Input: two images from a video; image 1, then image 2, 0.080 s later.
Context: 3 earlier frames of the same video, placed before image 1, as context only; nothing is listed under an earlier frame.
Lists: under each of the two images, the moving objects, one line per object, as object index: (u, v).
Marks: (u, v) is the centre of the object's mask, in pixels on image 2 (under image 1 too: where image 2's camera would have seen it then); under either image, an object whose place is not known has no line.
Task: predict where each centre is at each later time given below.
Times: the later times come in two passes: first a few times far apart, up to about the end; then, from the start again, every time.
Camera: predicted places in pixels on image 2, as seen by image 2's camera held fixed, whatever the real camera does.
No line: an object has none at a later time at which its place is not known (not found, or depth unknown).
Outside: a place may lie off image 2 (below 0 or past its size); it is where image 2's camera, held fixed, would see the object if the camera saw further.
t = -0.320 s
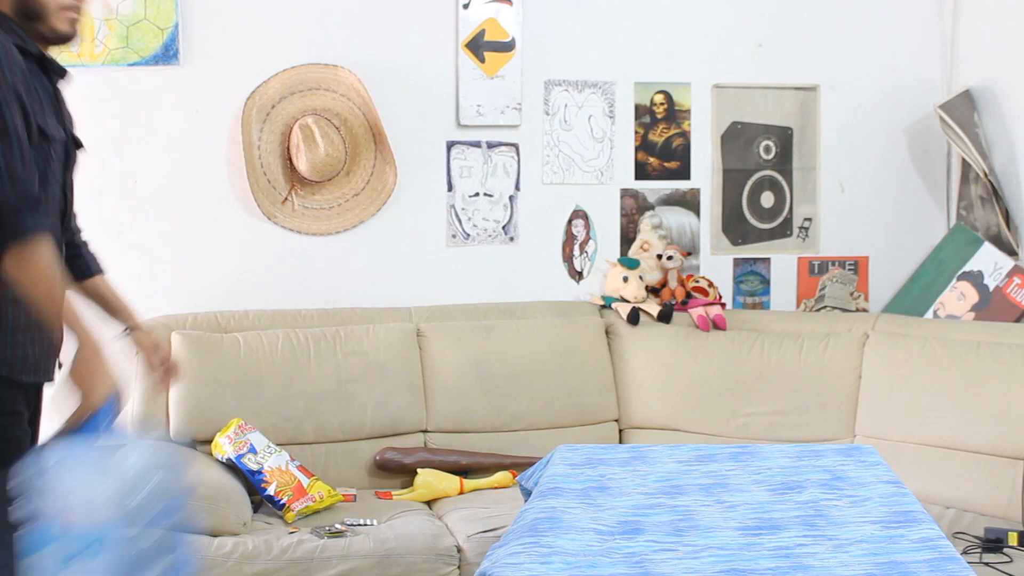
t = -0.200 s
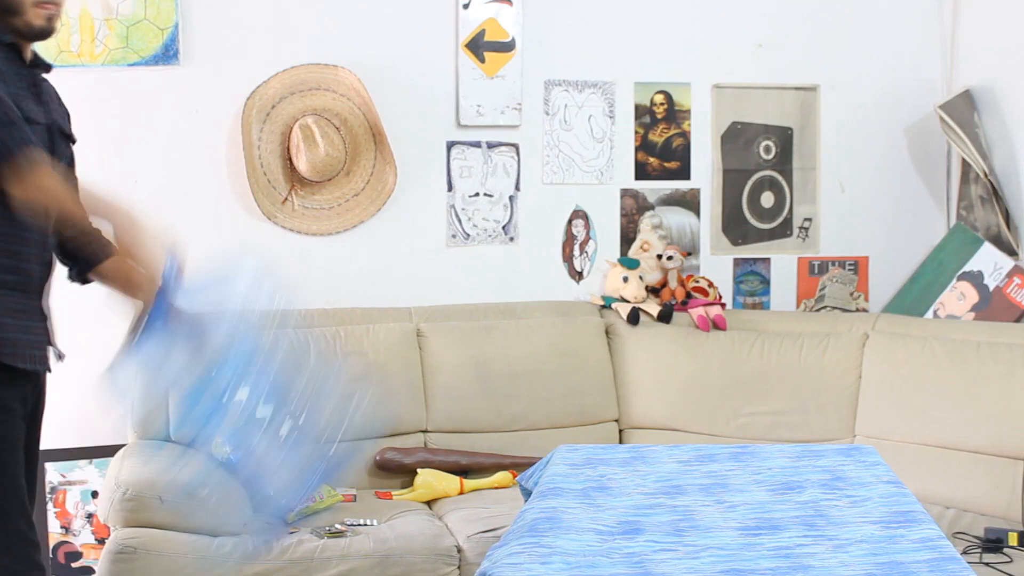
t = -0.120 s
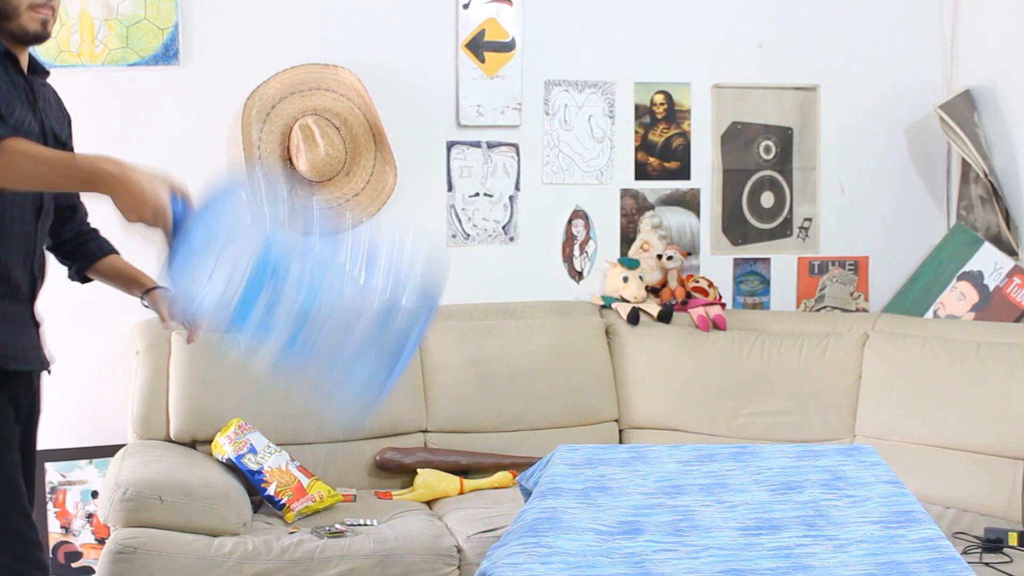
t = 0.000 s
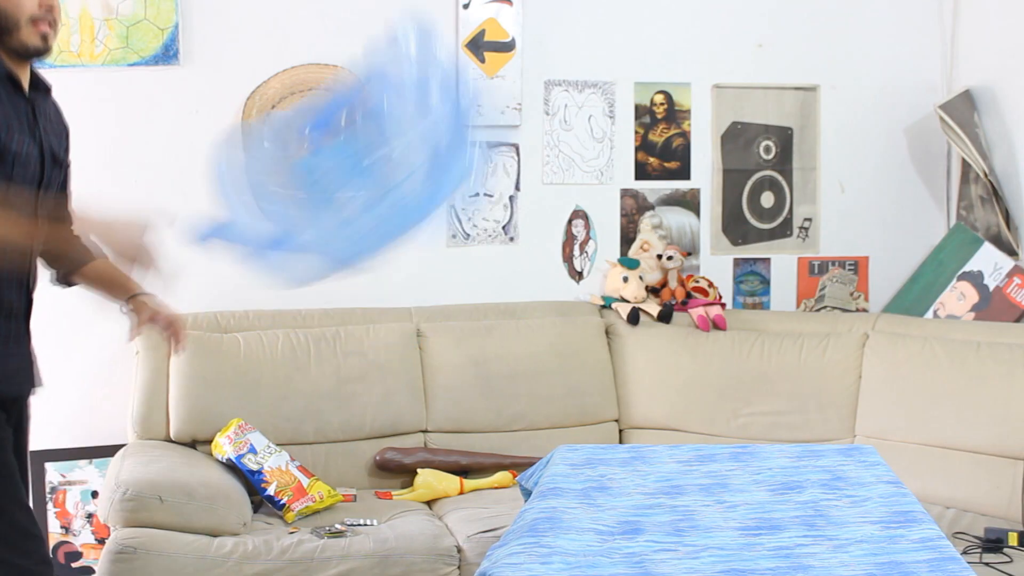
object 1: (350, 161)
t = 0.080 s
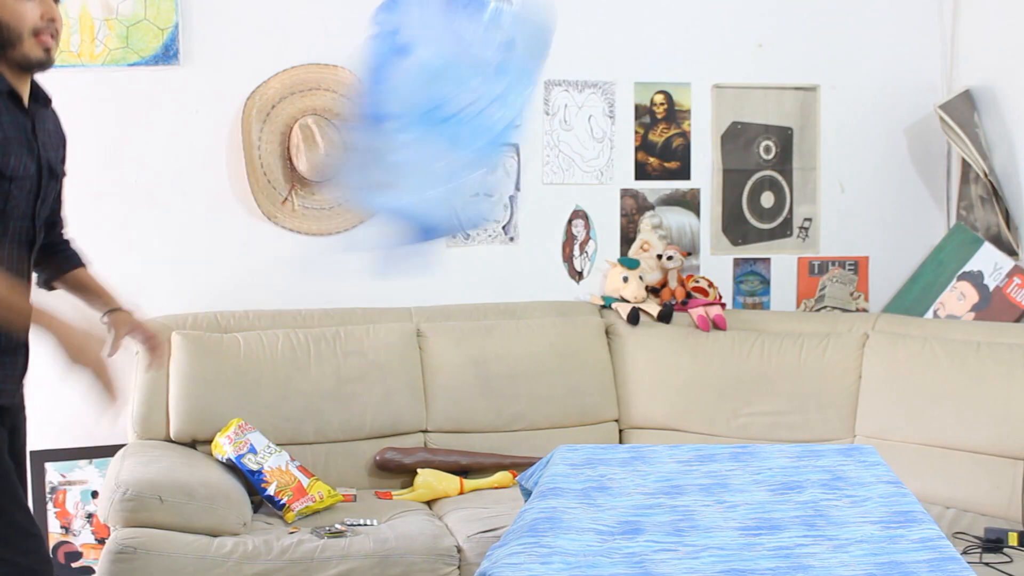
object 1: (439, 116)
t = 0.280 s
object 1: (634, 50)
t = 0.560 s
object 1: (722, 325)
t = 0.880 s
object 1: (806, 379)
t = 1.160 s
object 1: (805, 379)
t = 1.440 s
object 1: (806, 379)
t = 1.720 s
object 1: (806, 379)
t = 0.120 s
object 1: (478, 100)
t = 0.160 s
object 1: (533, 77)
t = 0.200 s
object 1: (577, 65)
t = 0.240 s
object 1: (607, 53)
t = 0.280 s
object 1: (634, 50)
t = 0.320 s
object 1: (642, 49)
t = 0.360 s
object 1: (642, 55)
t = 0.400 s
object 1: (652, 73)
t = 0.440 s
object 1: (693, 109)
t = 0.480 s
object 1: (699, 140)
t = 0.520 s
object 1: (714, 245)
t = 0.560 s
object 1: (722, 325)
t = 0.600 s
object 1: (736, 368)
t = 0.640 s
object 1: (763, 373)
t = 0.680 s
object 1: (783, 375)
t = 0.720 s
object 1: (795, 375)
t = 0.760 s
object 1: (803, 376)
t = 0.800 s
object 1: (806, 377)
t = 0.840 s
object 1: (806, 379)
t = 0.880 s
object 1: (806, 379)
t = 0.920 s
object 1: (806, 379)
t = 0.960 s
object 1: (806, 379)
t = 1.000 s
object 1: (806, 379)
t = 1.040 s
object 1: (806, 379)
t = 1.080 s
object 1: (806, 379)
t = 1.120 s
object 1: (805, 379)
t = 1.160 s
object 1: (805, 379)
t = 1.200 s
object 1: (806, 379)
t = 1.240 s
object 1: (806, 379)
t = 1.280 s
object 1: (806, 379)
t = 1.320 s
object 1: (806, 379)
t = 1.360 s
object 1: (805, 379)
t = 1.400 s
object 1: (806, 379)
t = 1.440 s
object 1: (806, 379)
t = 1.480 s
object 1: (806, 379)
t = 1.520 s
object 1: (806, 379)
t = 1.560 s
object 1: (806, 379)
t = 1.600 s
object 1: (806, 379)
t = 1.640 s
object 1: (806, 379)
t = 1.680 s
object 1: (806, 379)
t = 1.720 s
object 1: (806, 379)
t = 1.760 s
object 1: (806, 379)
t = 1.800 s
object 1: (806, 379)
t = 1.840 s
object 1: (806, 379)
